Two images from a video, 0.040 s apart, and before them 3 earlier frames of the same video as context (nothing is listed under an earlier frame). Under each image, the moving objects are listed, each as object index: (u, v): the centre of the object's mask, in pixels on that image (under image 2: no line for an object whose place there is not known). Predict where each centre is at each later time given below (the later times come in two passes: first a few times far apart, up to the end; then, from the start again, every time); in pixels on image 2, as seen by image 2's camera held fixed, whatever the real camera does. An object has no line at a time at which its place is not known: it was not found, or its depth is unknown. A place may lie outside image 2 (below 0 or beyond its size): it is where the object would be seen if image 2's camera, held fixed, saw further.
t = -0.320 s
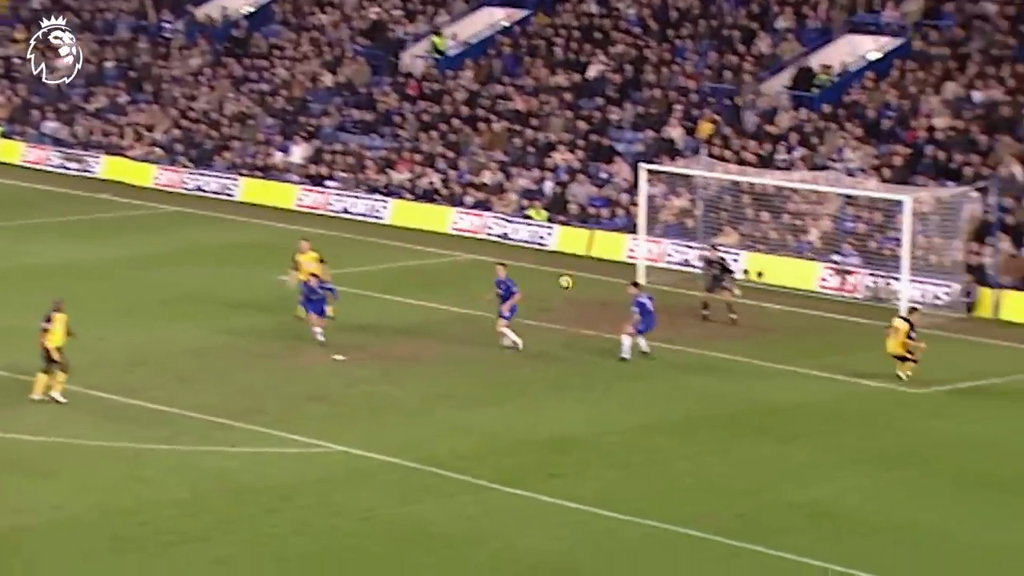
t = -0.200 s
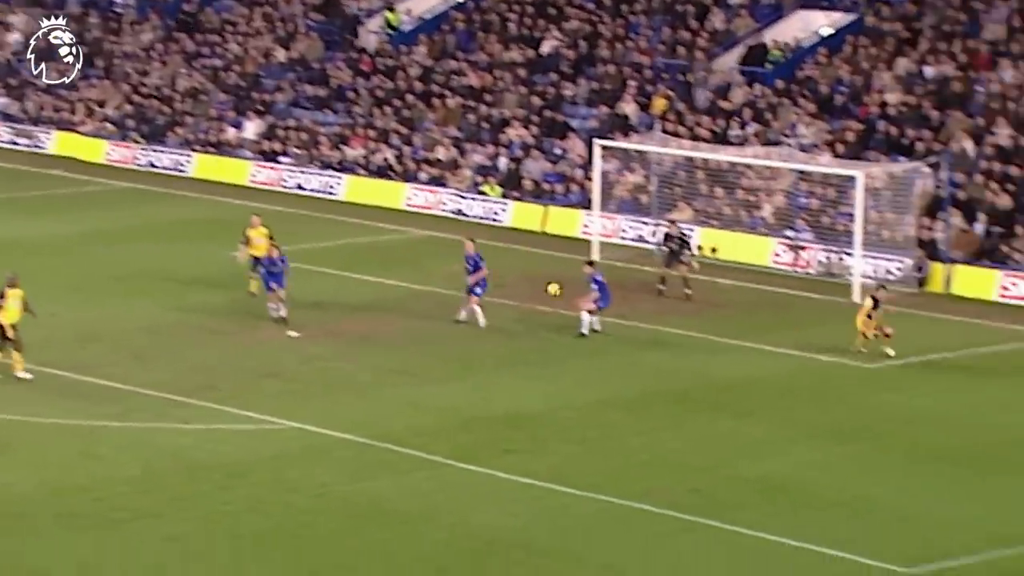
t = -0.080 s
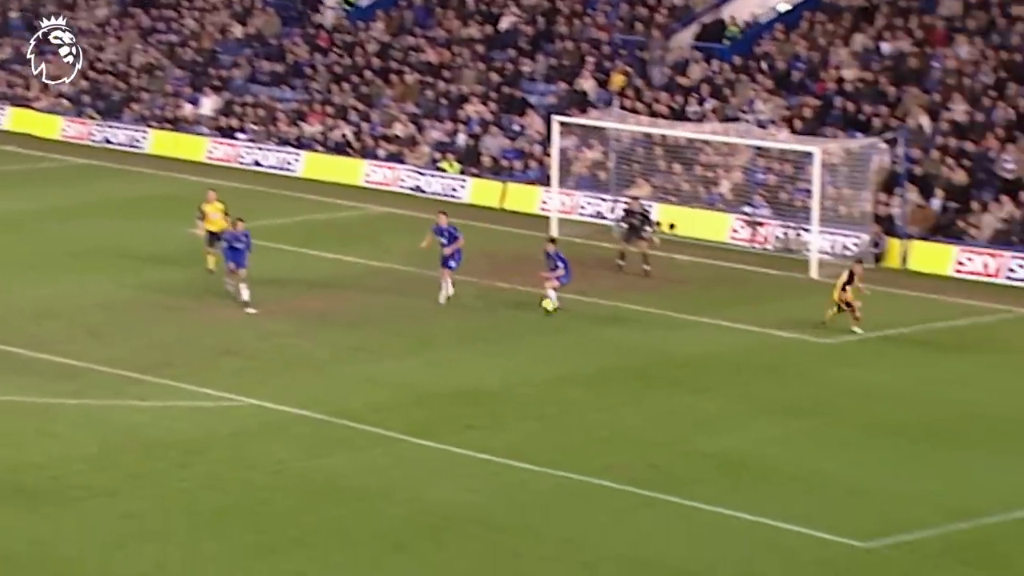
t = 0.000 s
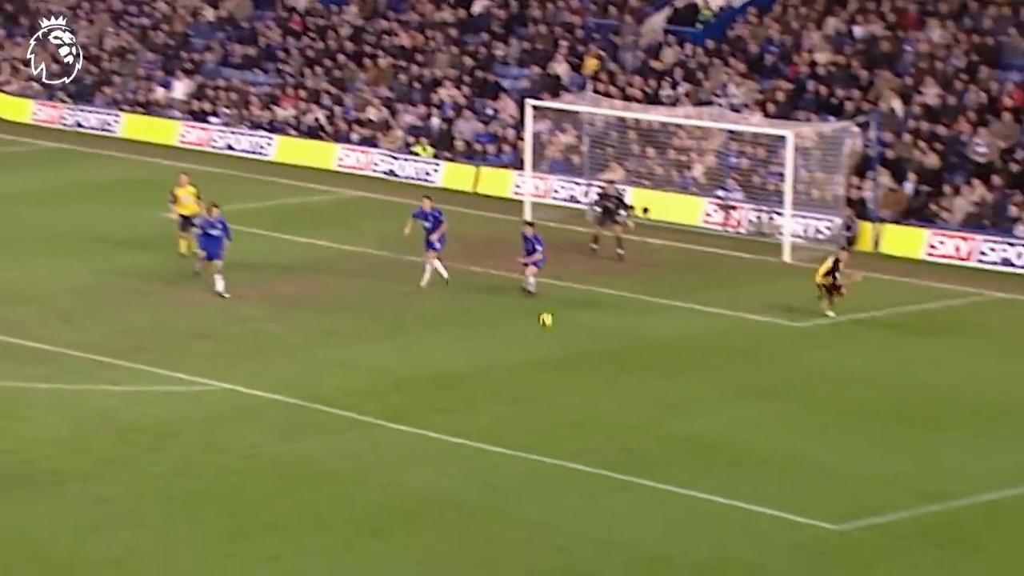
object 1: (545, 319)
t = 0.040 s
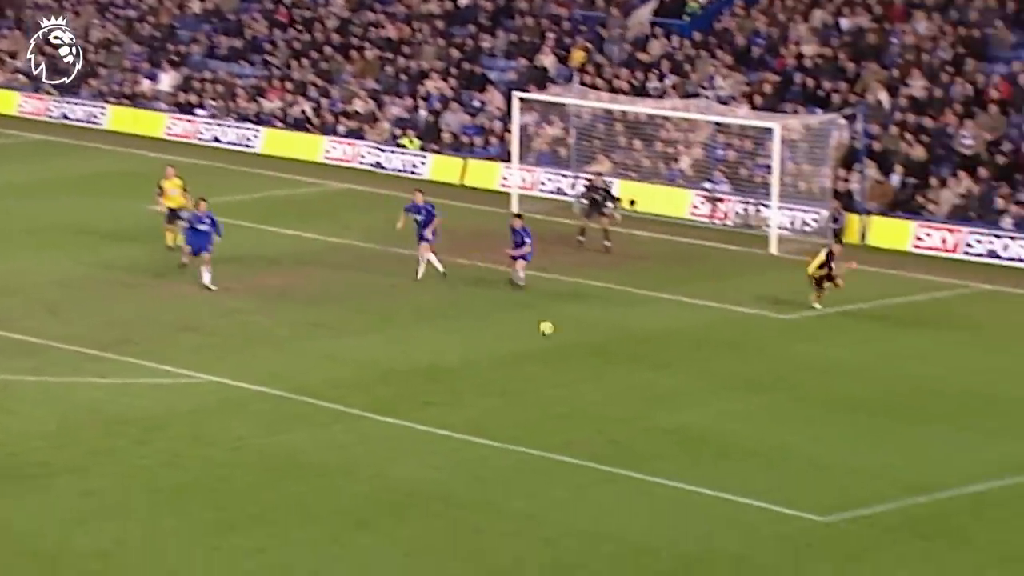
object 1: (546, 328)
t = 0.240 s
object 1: (602, 373)
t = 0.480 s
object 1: (649, 349)
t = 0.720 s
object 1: (697, 362)
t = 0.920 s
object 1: (741, 403)
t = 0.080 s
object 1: (559, 346)
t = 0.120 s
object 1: (573, 364)
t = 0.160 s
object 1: (586, 384)
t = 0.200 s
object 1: (594, 380)
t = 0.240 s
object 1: (602, 373)
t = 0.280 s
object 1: (610, 365)
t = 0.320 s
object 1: (616, 361)
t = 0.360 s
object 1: (624, 356)
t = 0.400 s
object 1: (632, 353)
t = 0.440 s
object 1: (640, 349)
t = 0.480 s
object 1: (649, 349)
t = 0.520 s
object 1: (656, 348)
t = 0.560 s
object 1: (664, 349)
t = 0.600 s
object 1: (672, 351)
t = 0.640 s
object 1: (680, 354)
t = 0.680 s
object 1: (689, 357)
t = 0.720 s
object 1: (697, 362)
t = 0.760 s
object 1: (705, 368)
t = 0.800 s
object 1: (714, 375)
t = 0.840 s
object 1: (723, 383)
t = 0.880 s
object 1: (732, 393)
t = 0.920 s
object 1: (741, 403)
